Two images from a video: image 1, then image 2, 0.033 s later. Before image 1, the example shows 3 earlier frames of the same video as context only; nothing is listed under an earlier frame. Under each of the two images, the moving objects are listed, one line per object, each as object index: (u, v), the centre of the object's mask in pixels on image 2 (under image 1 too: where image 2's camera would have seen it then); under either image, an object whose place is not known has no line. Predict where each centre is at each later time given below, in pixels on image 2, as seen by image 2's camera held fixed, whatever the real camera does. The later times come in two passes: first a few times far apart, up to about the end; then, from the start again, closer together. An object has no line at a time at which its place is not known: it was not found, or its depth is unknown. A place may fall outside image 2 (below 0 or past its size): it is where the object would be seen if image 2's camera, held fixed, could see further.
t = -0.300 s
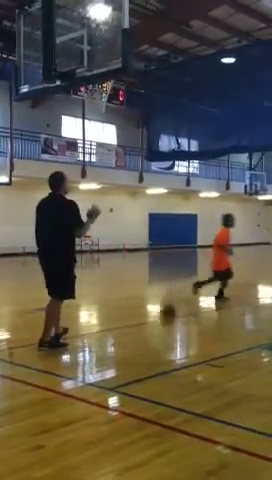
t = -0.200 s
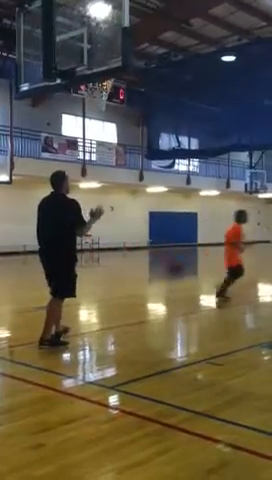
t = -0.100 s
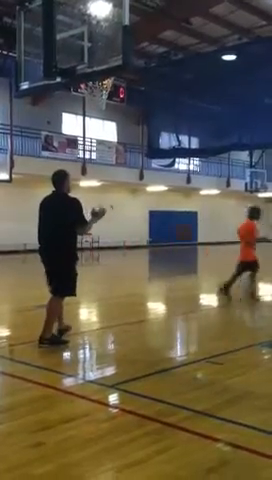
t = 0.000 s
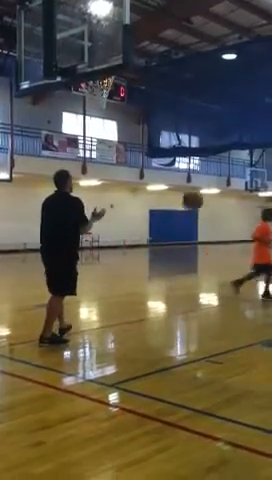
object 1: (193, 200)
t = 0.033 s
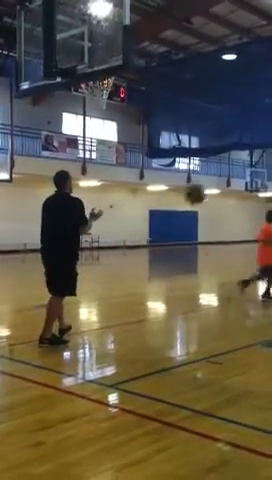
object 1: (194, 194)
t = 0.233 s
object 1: (213, 168)
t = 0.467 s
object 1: (232, 184)
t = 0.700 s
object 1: (253, 251)
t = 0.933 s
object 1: (269, 318)
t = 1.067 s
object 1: (278, 275)
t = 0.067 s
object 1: (198, 187)
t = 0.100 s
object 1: (200, 183)
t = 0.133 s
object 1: (203, 177)
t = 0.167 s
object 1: (206, 173)
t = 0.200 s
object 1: (209, 170)
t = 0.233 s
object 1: (213, 168)
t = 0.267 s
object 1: (215, 167)
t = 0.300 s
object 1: (220, 166)
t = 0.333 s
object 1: (222, 167)
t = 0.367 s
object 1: (224, 170)
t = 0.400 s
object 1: (227, 174)
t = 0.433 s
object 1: (229, 180)
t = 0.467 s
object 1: (232, 184)
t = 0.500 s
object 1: (236, 190)
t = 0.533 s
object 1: (238, 198)
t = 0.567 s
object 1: (241, 207)
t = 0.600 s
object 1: (245, 216)
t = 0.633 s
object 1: (247, 227)
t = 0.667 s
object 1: (250, 239)
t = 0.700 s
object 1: (253, 251)
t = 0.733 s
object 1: (255, 264)
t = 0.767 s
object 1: (256, 279)
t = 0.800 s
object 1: (257, 297)
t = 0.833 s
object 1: (262, 312)
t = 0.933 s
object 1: (269, 318)
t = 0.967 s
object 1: (271, 307)
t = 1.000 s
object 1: (274, 296)
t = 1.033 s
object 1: (277, 284)
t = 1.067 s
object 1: (278, 275)
